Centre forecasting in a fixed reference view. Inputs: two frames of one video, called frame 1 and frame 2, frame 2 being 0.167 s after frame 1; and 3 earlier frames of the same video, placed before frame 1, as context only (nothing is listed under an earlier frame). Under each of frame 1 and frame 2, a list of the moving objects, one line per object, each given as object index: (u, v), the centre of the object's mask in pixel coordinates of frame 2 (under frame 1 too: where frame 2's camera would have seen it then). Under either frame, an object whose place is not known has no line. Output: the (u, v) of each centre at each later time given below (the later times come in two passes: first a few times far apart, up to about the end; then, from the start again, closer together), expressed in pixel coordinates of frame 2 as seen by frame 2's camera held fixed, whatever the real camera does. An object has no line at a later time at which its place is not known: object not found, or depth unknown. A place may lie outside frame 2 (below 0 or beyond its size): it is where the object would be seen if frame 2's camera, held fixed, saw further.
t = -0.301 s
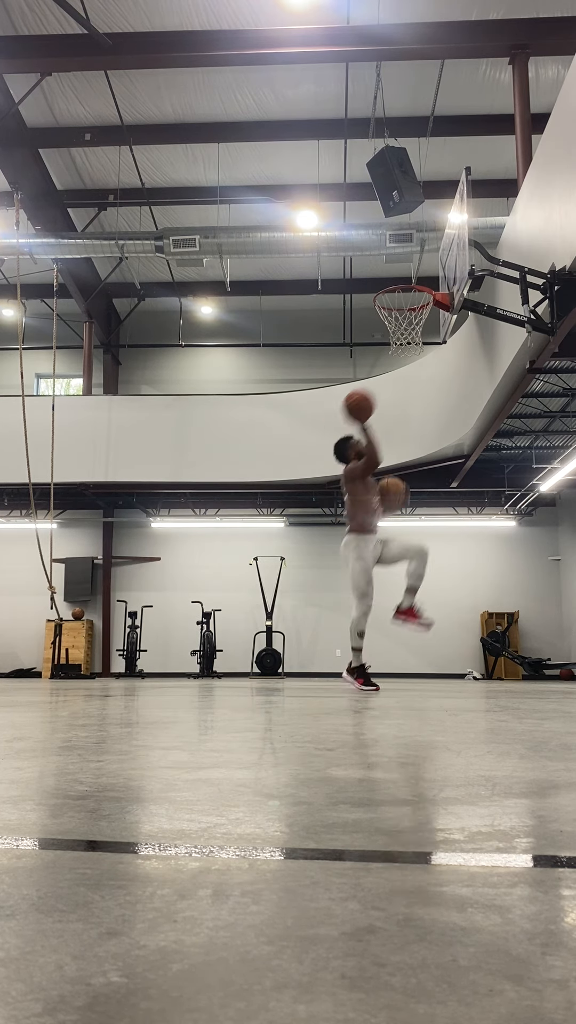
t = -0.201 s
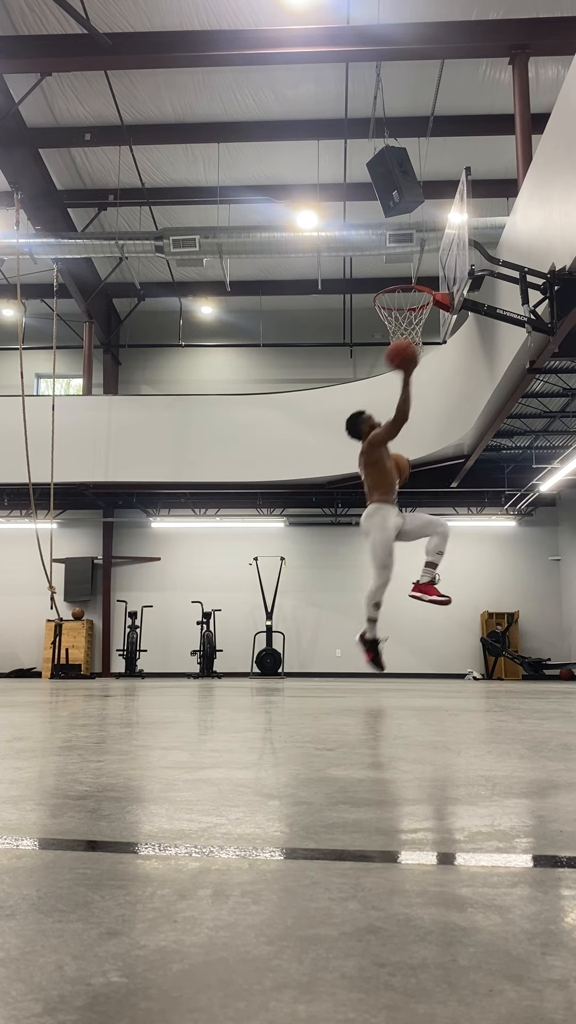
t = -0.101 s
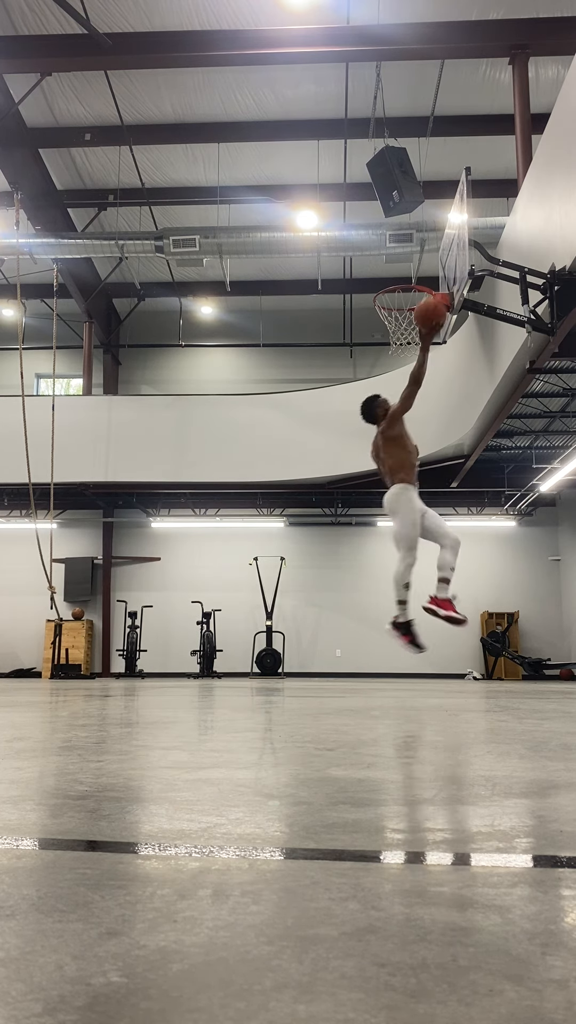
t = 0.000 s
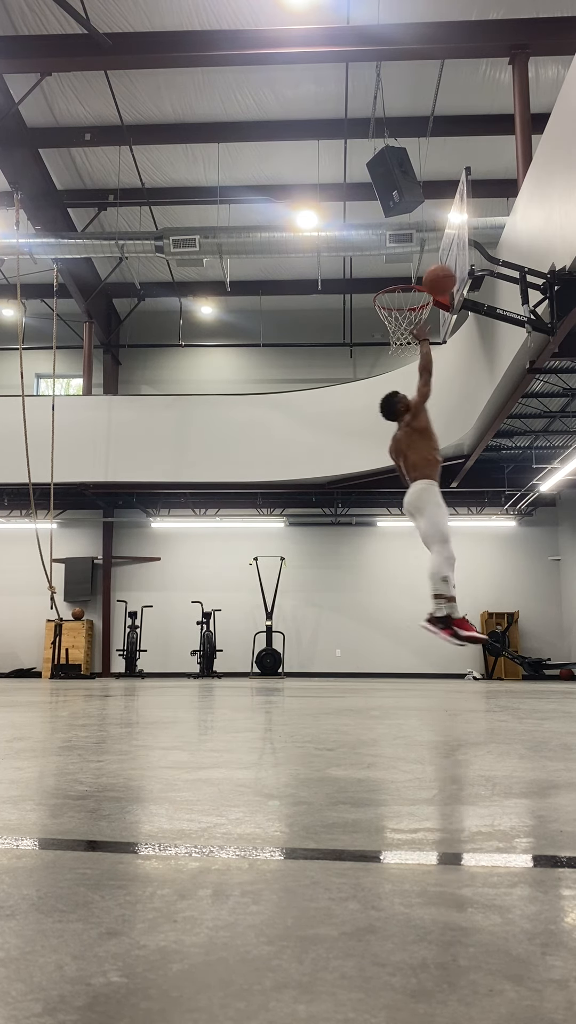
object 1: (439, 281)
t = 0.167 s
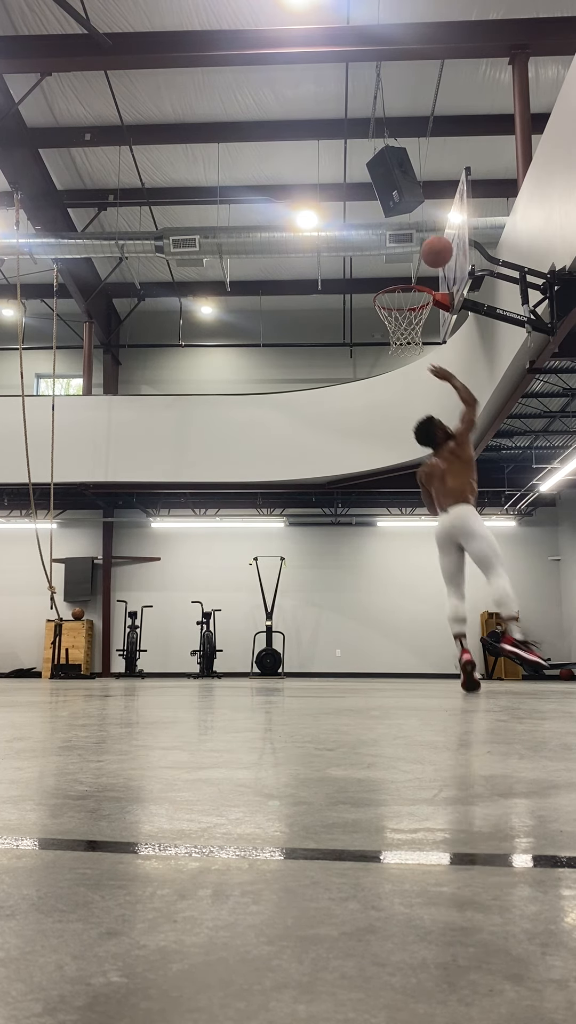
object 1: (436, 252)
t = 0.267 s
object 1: (428, 250)
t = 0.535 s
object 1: (406, 302)
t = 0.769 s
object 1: (391, 407)
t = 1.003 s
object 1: (378, 570)
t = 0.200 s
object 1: (433, 250)
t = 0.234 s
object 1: (431, 250)
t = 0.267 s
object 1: (428, 250)
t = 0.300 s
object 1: (425, 253)
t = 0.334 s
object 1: (422, 255)
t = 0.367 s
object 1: (420, 261)
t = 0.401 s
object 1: (417, 267)
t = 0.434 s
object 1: (414, 272)
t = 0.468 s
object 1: (412, 281)
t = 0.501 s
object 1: (409, 292)
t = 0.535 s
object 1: (406, 302)
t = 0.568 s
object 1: (403, 312)
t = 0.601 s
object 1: (400, 324)
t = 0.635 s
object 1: (399, 342)
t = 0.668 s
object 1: (397, 356)
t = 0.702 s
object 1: (395, 371)
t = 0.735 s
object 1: (393, 389)
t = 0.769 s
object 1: (391, 407)
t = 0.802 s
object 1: (389, 426)
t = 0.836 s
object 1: (387, 446)
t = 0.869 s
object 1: (386, 470)
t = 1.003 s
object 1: (378, 570)
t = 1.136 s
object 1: (373, 663)
